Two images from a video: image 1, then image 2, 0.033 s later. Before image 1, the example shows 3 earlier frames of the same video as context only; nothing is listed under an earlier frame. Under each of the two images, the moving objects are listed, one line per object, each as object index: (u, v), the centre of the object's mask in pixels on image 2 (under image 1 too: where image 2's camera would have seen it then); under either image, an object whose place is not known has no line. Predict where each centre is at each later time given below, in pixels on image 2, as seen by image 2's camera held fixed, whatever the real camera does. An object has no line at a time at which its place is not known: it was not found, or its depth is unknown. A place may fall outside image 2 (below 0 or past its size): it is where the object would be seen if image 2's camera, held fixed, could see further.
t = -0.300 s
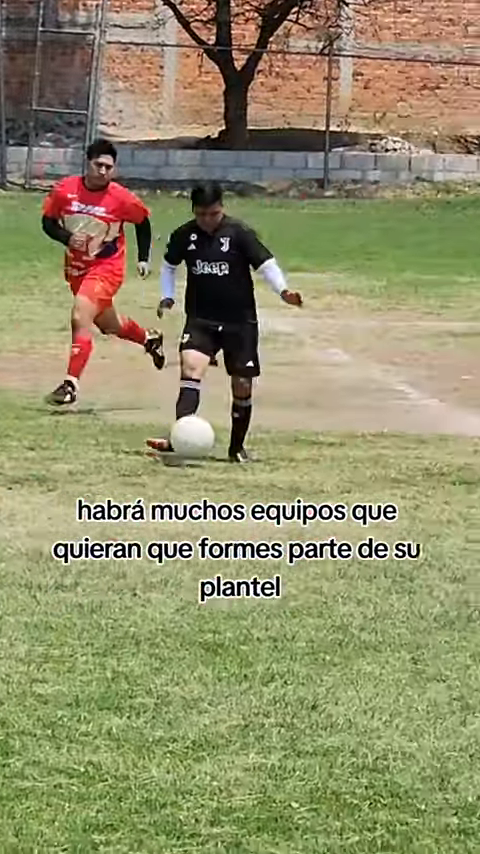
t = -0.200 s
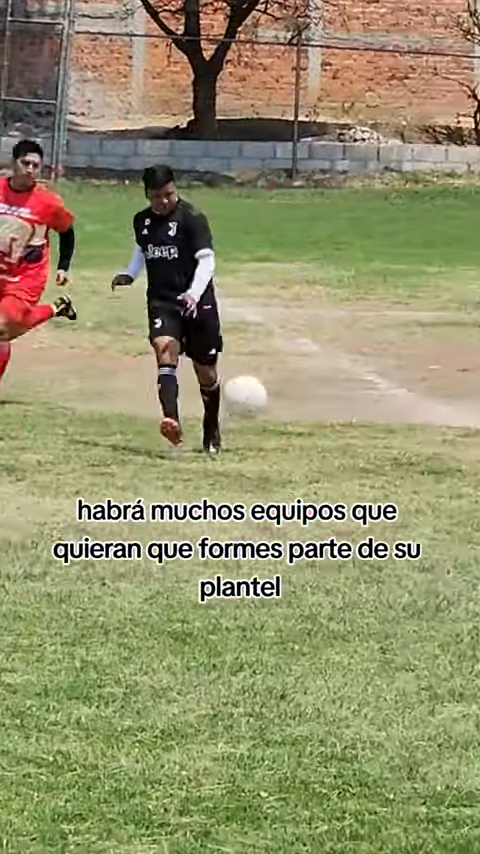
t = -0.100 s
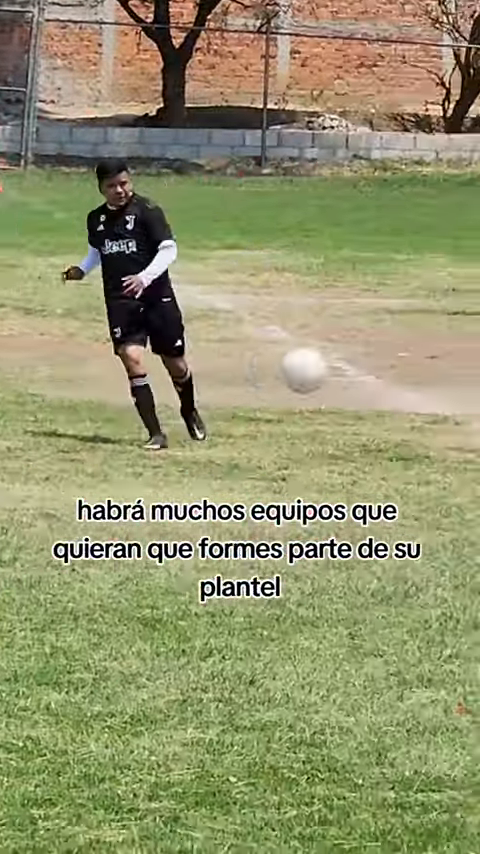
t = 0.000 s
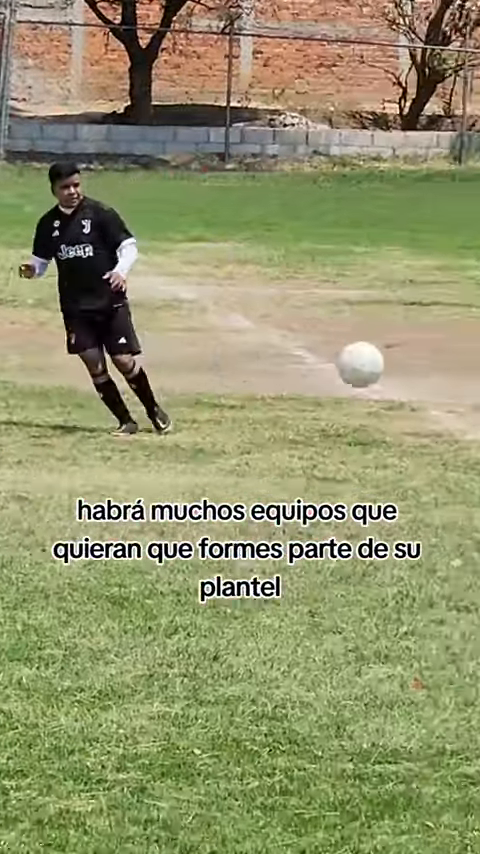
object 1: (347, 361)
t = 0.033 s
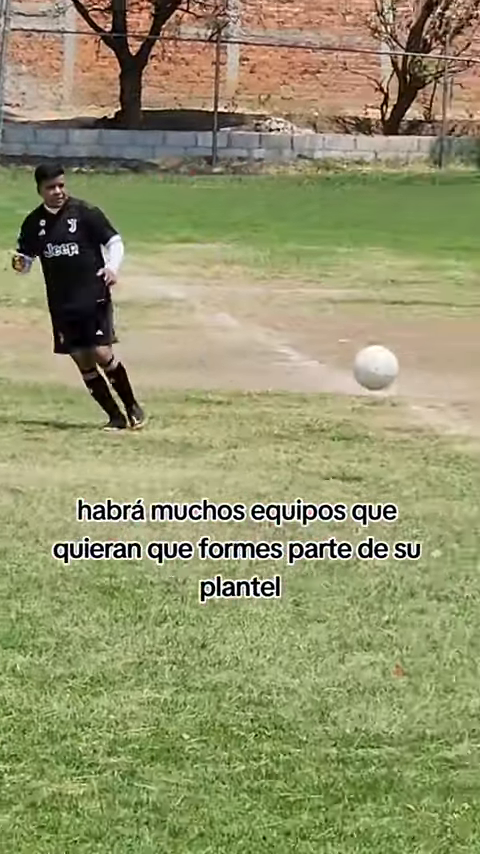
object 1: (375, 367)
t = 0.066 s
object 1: (402, 376)
